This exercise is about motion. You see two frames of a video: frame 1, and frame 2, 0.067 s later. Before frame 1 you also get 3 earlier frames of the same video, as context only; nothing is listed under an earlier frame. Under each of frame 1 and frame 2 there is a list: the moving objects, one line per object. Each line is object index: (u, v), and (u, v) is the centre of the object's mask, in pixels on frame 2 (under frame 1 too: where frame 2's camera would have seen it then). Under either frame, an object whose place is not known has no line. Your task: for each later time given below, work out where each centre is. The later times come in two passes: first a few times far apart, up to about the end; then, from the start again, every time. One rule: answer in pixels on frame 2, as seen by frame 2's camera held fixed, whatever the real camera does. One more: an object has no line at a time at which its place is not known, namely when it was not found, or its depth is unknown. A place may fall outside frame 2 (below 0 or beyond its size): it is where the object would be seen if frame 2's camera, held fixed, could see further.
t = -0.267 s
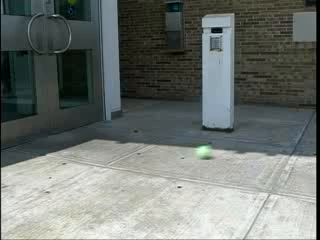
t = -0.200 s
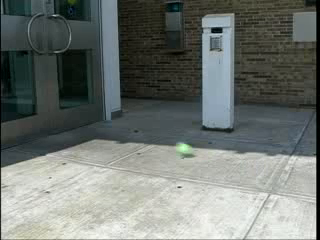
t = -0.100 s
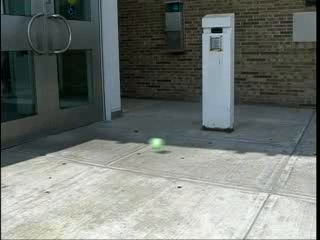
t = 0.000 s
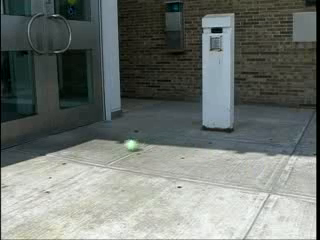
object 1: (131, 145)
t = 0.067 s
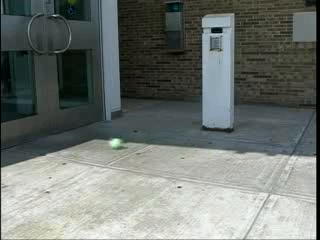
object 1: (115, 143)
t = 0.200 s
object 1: (88, 139)
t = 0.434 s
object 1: (49, 132)
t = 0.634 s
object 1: (65, 120)
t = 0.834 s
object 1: (81, 131)
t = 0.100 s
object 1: (109, 141)
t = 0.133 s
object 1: (101, 140)
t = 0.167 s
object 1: (94, 139)
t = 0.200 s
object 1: (88, 139)
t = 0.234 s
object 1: (82, 138)
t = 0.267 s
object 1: (76, 136)
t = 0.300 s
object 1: (69, 136)
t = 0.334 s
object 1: (63, 135)
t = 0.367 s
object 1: (57, 135)
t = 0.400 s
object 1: (52, 134)
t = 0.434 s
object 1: (49, 132)
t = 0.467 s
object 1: (50, 128)
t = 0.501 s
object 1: (53, 125)
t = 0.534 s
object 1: (56, 121)
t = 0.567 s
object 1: (58, 120)
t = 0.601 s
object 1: (62, 120)
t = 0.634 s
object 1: (65, 120)
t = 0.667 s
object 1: (69, 122)
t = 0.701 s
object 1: (72, 125)
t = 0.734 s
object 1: (75, 130)
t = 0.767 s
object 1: (79, 135)
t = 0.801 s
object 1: (80, 134)
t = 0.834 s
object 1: (81, 131)
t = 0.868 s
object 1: (81, 129)
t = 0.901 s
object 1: (82, 129)
